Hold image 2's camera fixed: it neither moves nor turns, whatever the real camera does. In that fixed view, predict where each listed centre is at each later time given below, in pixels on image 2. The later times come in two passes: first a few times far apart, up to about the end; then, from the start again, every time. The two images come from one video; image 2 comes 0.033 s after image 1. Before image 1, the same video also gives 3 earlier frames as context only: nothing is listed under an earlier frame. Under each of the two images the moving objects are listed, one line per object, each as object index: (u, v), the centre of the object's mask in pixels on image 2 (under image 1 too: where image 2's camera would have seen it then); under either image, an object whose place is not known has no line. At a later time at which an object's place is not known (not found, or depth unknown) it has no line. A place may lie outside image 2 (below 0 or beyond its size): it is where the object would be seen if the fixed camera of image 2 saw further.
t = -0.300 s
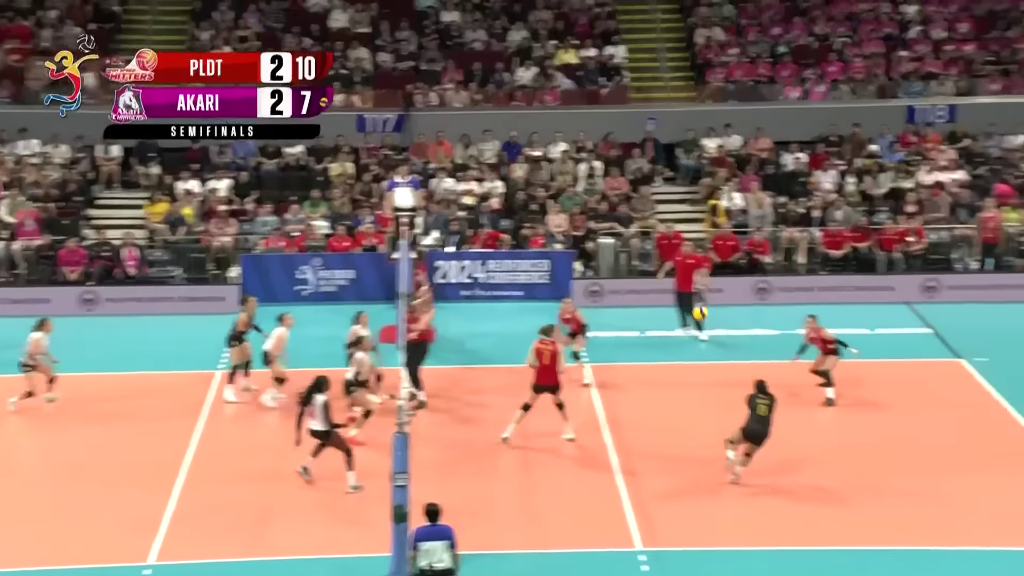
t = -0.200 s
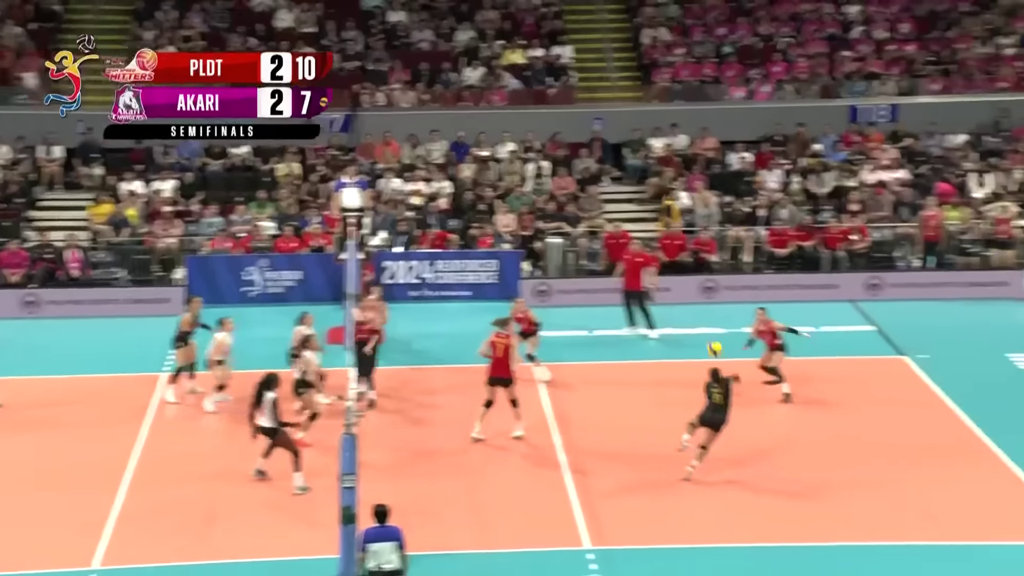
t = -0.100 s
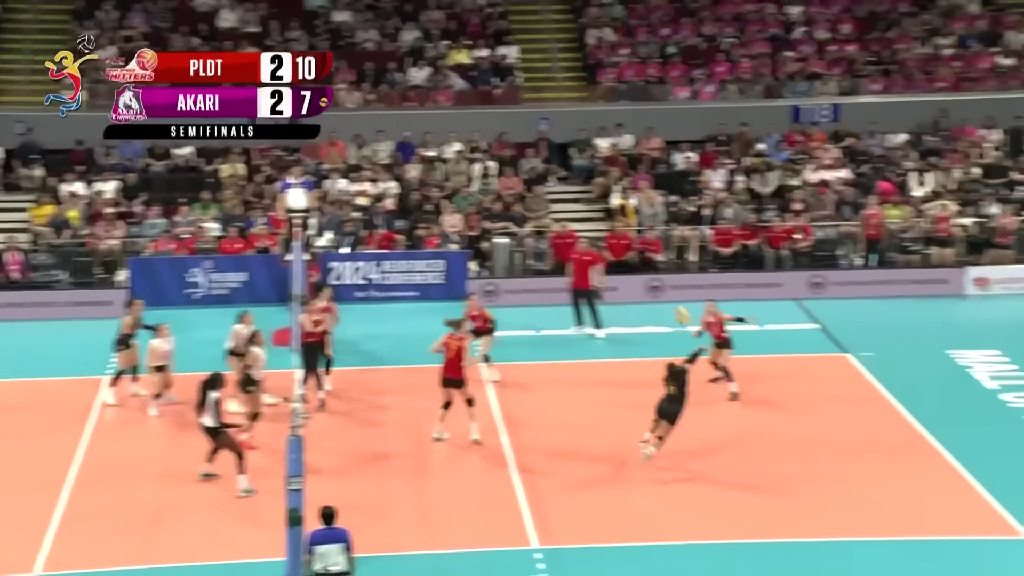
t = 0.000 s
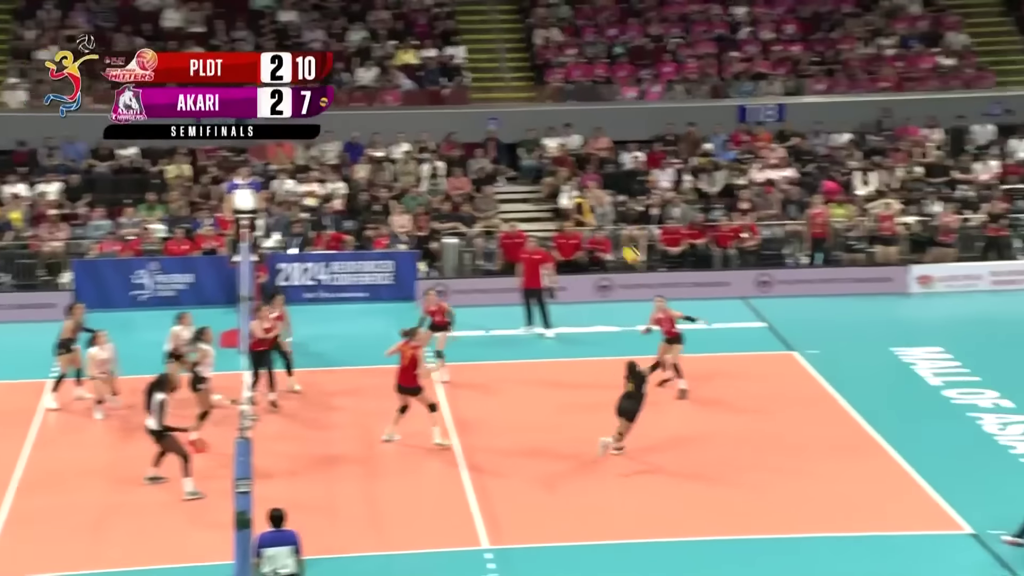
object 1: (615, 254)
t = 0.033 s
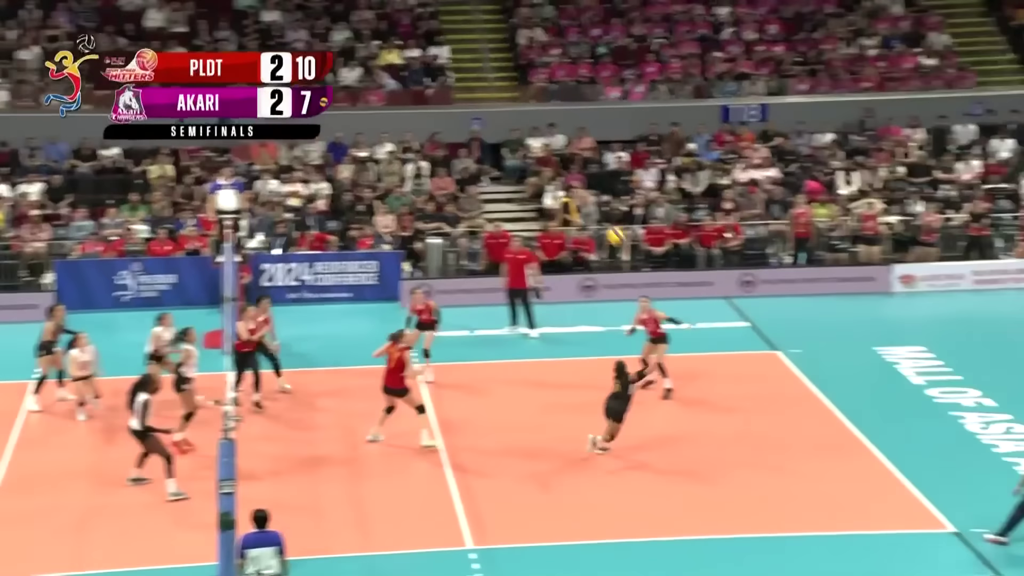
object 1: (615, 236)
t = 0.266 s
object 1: (617, 127)
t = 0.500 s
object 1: (618, 53)
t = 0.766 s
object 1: (620, 19)
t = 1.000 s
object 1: (622, 32)
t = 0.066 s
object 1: (616, 218)
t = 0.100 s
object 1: (616, 197)
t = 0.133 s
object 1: (615, 185)
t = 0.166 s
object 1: (616, 169)
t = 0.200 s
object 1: (616, 153)
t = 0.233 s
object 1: (616, 139)
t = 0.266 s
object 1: (617, 127)
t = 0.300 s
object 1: (616, 113)
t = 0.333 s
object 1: (617, 102)
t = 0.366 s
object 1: (618, 91)
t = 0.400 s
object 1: (617, 79)
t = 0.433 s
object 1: (618, 71)
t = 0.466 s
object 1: (618, 62)
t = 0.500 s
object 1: (618, 53)
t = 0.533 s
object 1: (618, 46)
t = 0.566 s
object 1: (619, 40)
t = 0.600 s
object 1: (619, 34)
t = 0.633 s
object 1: (619, 29)
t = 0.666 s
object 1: (619, 25)
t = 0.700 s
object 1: (619, 23)
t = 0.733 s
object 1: (620, 20)
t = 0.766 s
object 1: (620, 19)
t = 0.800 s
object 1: (620, 18)
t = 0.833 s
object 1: (621, 18)
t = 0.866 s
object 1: (621, 19)
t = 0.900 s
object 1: (621, 21)
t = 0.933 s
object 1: (621, 23)
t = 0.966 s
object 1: (621, 27)
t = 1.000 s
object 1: (622, 32)
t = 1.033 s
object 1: (621, 37)
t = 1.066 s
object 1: (621, 43)
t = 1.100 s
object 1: (622, 50)
